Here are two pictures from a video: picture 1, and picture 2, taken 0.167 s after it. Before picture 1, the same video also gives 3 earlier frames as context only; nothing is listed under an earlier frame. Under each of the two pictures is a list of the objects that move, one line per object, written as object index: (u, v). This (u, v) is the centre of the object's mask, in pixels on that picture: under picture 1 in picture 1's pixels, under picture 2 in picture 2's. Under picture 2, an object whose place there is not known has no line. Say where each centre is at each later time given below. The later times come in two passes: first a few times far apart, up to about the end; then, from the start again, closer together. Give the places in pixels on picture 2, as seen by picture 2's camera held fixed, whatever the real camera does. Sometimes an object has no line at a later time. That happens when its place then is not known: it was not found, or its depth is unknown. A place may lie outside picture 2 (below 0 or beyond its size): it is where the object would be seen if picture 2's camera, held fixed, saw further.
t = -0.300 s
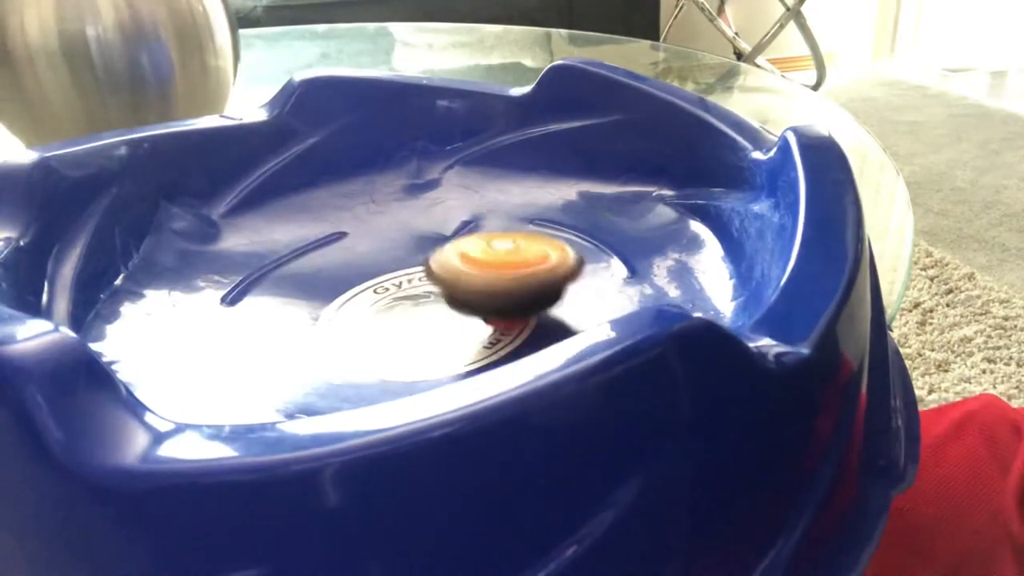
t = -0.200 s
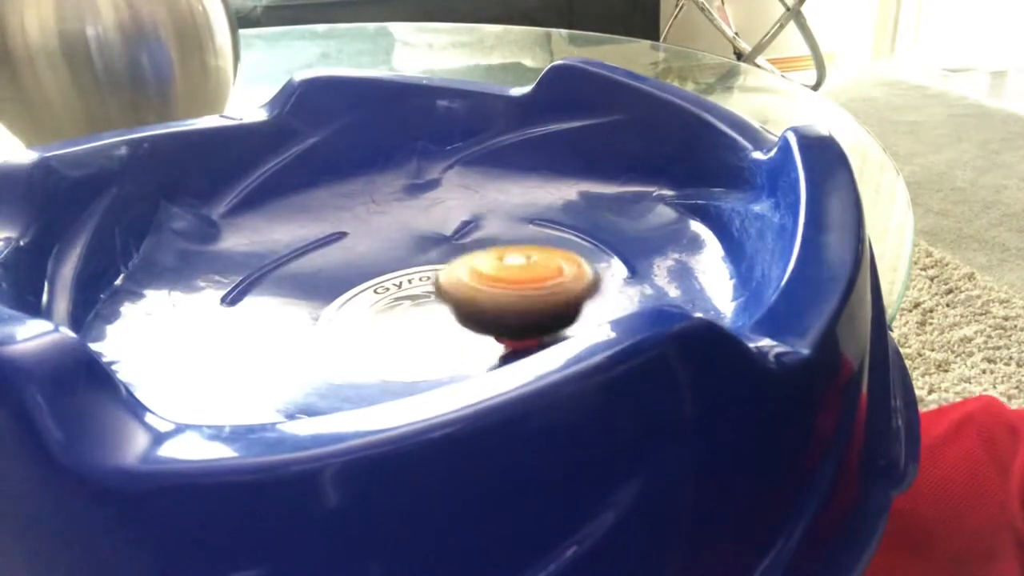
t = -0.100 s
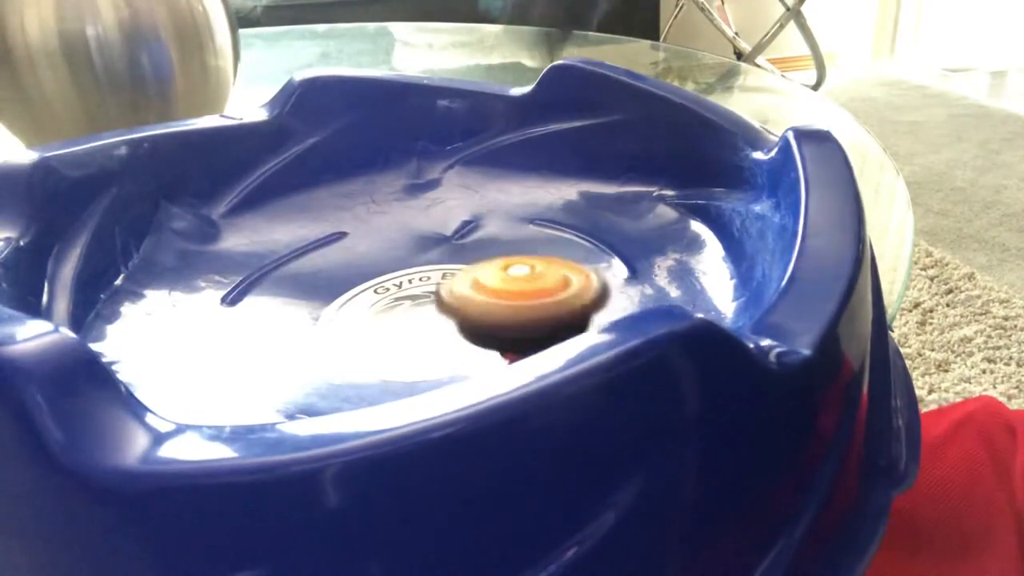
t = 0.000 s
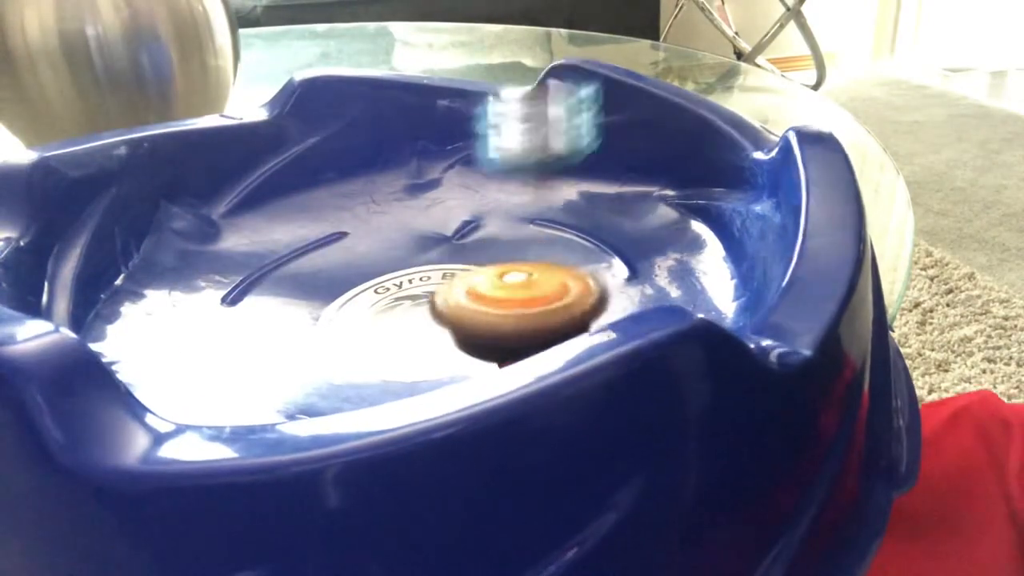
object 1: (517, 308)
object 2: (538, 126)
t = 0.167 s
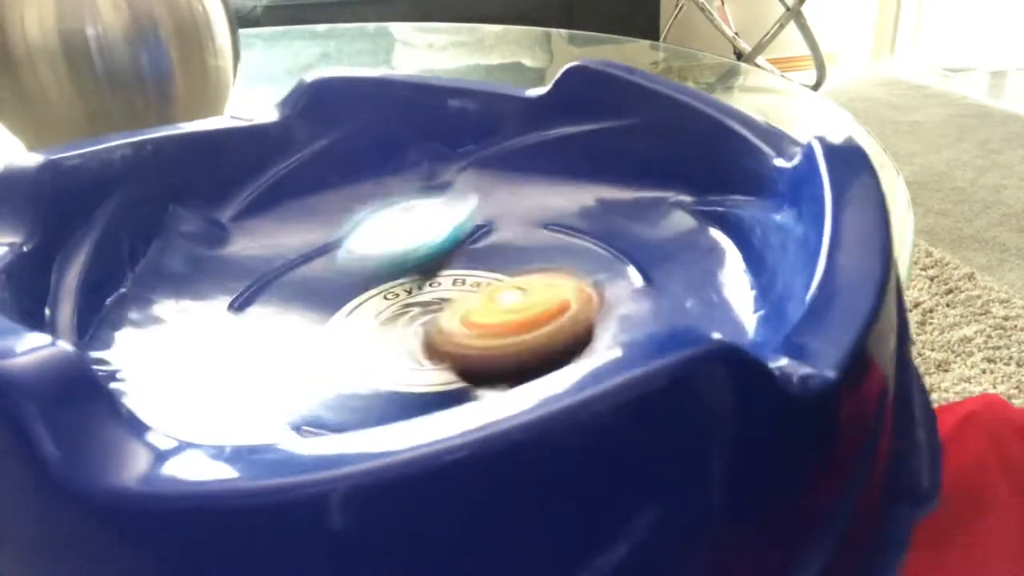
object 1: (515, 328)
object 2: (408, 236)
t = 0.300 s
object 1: (500, 338)
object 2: (289, 278)
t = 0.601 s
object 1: (428, 316)
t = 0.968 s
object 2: (436, 227)
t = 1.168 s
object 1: (344, 302)
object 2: (218, 207)
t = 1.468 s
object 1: (475, 350)
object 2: (400, 261)
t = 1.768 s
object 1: (503, 316)
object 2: (523, 181)
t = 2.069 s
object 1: (450, 273)
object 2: (421, 193)
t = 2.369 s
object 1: (349, 366)
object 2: (353, 236)
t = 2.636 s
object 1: (338, 389)
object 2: (465, 262)
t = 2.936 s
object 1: (462, 331)
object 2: (539, 228)
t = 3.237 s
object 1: (446, 295)
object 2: (440, 206)
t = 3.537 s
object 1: (383, 329)
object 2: (334, 250)
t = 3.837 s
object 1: (412, 346)
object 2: (385, 264)
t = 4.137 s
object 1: (470, 303)
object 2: (405, 229)
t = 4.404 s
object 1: (468, 281)
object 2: (310, 226)
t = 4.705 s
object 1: (513, 299)
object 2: (256, 275)
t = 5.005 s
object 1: (539, 312)
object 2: (390, 271)
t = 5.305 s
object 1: (517, 314)
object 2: (385, 221)
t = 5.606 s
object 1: (374, 330)
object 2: (411, 234)
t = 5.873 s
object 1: (337, 332)
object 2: (453, 248)
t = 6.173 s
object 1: (365, 316)
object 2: (530, 267)
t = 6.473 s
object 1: (377, 288)
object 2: (613, 260)
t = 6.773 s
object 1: (372, 281)
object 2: (523, 287)
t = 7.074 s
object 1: (362, 288)
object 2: (517, 316)
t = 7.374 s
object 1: (407, 247)
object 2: (496, 348)
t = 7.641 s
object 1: (426, 242)
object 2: (405, 360)
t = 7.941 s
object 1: (449, 257)
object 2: (411, 341)
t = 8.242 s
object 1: (447, 249)
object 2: (492, 321)
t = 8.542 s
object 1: (414, 266)
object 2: (488, 332)
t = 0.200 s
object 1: (516, 334)
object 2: (368, 260)
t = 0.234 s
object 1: (511, 335)
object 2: (335, 265)
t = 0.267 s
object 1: (506, 337)
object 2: (309, 271)
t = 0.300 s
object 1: (500, 338)
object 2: (289, 278)
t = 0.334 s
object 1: (495, 338)
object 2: (271, 288)
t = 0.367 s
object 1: (489, 338)
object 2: (258, 301)
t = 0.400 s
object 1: (481, 338)
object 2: (252, 316)
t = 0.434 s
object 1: (471, 338)
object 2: (253, 334)
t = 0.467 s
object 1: (461, 338)
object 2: (263, 356)
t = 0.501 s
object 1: (457, 336)
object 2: (284, 371)
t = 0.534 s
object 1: (454, 329)
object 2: (311, 390)
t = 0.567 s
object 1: (443, 319)
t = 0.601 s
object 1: (428, 316)
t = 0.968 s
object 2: (436, 227)
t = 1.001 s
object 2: (404, 220)
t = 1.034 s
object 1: (328, 294)
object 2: (367, 212)
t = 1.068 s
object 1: (329, 293)
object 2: (325, 210)
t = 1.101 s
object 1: (331, 291)
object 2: (288, 210)
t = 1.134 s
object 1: (333, 291)
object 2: (258, 216)
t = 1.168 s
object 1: (344, 302)
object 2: (218, 207)
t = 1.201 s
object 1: (370, 315)
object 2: (206, 197)
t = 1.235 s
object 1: (391, 326)
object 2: (222, 199)
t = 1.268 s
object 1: (407, 336)
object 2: (244, 221)
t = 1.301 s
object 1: (423, 344)
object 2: (259, 230)
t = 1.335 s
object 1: (438, 348)
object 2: (276, 243)
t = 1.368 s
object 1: (450, 350)
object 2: (299, 254)
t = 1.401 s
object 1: (462, 350)
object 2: (333, 260)
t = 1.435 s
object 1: (470, 350)
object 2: (366, 262)
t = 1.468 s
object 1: (475, 350)
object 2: (400, 261)
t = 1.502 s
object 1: (477, 348)
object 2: (432, 257)
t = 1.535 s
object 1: (481, 347)
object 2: (457, 249)
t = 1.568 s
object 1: (485, 344)
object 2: (477, 242)
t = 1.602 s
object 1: (490, 340)
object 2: (492, 233)
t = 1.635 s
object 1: (495, 337)
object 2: (508, 222)
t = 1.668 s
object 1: (498, 334)
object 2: (520, 211)
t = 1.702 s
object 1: (501, 329)
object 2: (525, 198)
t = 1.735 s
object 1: (503, 323)
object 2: (526, 189)
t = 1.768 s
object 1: (503, 316)
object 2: (523, 181)
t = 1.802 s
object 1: (502, 308)
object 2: (516, 175)
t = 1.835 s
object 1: (500, 299)
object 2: (505, 172)
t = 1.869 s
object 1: (496, 291)
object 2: (490, 174)
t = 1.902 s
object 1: (490, 284)
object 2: (478, 179)
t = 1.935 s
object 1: (484, 275)
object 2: (465, 183)
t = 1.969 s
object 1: (477, 268)
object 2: (450, 186)
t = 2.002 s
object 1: (471, 266)
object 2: (436, 188)
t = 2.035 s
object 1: (461, 269)
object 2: (427, 190)
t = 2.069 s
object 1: (450, 273)
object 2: (421, 193)
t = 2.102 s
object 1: (441, 279)
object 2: (410, 203)
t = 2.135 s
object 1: (437, 286)
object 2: (399, 211)
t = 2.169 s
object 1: (428, 295)
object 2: (388, 217)
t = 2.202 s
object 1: (420, 304)
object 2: (377, 226)
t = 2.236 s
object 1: (412, 318)
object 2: (372, 225)
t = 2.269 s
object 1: (401, 338)
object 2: (367, 228)
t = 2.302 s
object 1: (386, 350)
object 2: (360, 230)
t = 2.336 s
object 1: (369, 361)
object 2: (355, 233)
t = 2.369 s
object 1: (349, 366)
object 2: (353, 236)
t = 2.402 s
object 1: (334, 373)
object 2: (356, 243)
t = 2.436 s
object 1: (325, 380)
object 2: (362, 246)
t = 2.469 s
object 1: (323, 383)
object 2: (373, 251)
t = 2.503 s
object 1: (324, 385)
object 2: (386, 255)
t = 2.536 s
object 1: (325, 387)
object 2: (402, 260)
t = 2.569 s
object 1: (328, 390)
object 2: (423, 263)
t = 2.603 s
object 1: (331, 389)
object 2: (443, 264)
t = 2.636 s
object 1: (338, 389)
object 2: (465, 262)
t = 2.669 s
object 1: (343, 387)
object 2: (483, 261)
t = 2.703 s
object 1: (353, 384)
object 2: (500, 256)
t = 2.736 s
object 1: (367, 380)
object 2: (513, 250)
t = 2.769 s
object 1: (387, 372)
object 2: (525, 244)
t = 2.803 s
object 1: (411, 365)
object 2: (534, 240)
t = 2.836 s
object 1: (426, 361)
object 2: (540, 236)
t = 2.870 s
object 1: (436, 350)
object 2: (543, 233)
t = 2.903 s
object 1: (449, 345)
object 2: (544, 229)
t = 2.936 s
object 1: (462, 331)
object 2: (539, 228)
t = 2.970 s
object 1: (476, 315)
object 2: (532, 224)
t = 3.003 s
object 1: (479, 312)
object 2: (527, 217)
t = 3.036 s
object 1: (477, 310)
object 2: (519, 207)
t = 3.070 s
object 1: (475, 309)
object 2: (509, 202)
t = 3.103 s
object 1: (471, 306)
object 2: (498, 200)
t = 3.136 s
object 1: (466, 303)
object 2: (482, 199)
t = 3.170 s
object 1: (460, 300)
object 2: (467, 200)
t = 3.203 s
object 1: (453, 297)
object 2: (454, 202)
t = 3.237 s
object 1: (446, 295)
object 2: (440, 206)
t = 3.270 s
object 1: (439, 297)
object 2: (425, 209)
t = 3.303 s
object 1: (429, 301)
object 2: (411, 212)
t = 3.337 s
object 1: (418, 307)
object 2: (397, 213)
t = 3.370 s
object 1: (407, 312)
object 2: (382, 217)
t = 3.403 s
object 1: (400, 314)
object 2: (366, 225)
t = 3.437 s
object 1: (395, 318)
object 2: (351, 234)
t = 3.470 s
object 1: (388, 320)
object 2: (341, 241)
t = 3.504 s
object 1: (386, 325)
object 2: (337, 246)
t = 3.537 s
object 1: (383, 329)
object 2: (334, 250)
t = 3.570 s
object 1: (384, 333)
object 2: (331, 254)
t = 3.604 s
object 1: (385, 339)
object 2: (330, 257)
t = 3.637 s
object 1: (389, 343)
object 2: (330, 259)
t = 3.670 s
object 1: (391, 345)
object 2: (333, 261)
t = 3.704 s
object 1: (395, 347)
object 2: (340, 263)
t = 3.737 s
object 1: (398, 349)
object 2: (348, 265)
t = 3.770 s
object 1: (404, 351)
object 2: (360, 266)
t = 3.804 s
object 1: (408, 349)
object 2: (372, 266)
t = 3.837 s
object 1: (412, 346)
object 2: (385, 264)
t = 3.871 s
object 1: (416, 346)
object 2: (396, 259)
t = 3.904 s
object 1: (420, 345)
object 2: (402, 254)
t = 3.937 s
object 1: (428, 343)
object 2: (405, 249)
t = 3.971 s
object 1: (436, 341)
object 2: (408, 243)
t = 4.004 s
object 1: (443, 333)
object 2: (408, 239)
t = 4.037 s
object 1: (451, 327)
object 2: (408, 235)
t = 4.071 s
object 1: (458, 320)
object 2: (409, 230)
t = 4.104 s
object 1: (466, 312)
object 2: (407, 229)
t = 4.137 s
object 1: (470, 303)
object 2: (405, 229)
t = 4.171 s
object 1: (475, 297)
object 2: (402, 231)
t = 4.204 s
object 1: (477, 290)
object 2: (397, 232)
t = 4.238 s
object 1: (484, 289)
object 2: (381, 227)
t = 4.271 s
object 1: (484, 289)
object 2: (368, 218)
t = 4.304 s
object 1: (480, 288)
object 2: (353, 217)
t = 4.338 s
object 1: (477, 286)
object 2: (337, 217)
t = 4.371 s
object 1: (472, 284)
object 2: (323, 220)
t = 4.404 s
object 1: (468, 281)
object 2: (310, 226)
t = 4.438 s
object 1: (461, 279)
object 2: (300, 235)
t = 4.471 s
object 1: (453, 278)
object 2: (296, 245)
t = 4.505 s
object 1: (448, 276)
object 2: (296, 254)
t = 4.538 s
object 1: (472, 280)
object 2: (275, 253)
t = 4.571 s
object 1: (490, 284)
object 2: (262, 251)
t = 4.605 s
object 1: (500, 288)
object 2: (254, 254)
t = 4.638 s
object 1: (506, 293)
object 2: (249, 259)
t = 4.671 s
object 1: (509, 298)
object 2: (250, 267)
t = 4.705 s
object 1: (513, 299)
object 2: (256, 275)
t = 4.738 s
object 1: (513, 302)
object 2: (270, 282)
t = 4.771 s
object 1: (516, 303)
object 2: (289, 289)
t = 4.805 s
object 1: (516, 304)
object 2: (309, 293)
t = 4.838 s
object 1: (514, 305)
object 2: (332, 294)
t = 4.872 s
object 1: (516, 306)
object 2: (353, 295)
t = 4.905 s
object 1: (527, 309)
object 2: (365, 291)
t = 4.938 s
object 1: (530, 310)
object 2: (380, 284)
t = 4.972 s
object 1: (534, 311)
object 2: (388, 277)
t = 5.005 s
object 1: (539, 312)
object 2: (390, 271)
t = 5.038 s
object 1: (539, 312)
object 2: (391, 264)
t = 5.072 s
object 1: (537, 312)
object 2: (390, 257)
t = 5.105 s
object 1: (536, 312)
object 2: (391, 250)
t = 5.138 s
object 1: (535, 312)
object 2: (390, 243)
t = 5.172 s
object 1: (533, 313)
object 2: (392, 237)
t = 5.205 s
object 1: (531, 312)
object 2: (392, 232)
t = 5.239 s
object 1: (528, 313)
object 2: (392, 227)
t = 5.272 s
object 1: (523, 313)
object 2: (389, 225)
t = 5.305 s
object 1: (517, 314)
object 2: (385, 221)
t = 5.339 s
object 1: (507, 316)
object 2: (382, 225)
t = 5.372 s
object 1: (496, 317)
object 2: (379, 227)
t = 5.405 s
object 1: (482, 318)
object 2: (379, 232)
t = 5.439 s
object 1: (466, 318)
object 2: (381, 236)
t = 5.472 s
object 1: (448, 318)
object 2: (386, 237)
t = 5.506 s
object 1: (431, 320)
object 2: (391, 237)
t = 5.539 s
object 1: (413, 325)
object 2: (399, 236)
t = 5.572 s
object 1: (392, 328)
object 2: (405, 235)
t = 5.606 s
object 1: (374, 330)
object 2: (411, 234)
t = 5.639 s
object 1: (361, 332)
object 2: (416, 233)
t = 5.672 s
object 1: (352, 332)
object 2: (422, 234)
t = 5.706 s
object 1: (344, 334)
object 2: (428, 233)
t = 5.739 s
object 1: (339, 335)
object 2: (433, 234)
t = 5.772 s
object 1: (335, 334)
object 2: (438, 236)
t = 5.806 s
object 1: (334, 333)
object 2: (443, 240)
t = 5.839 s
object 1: (334, 333)
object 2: (447, 244)
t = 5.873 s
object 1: (337, 332)
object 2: (453, 248)
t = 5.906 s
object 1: (337, 331)
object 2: (461, 254)
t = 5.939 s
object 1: (336, 331)
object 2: (467, 257)
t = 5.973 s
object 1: (337, 330)
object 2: (475, 262)
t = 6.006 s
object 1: (340, 329)
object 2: (483, 265)
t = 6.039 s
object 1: (342, 327)
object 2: (493, 267)
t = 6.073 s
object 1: (345, 325)
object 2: (504, 267)
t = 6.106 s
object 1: (351, 323)
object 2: (515, 267)
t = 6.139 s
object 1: (356, 320)
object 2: (524, 266)
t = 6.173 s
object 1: (365, 316)
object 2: (530, 267)
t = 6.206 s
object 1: (371, 311)
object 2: (536, 266)
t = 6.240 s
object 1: (374, 306)
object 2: (550, 265)
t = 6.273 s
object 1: (373, 302)
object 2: (566, 263)
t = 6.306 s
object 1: (374, 299)
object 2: (577, 261)
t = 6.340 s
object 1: (376, 296)
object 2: (590, 260)
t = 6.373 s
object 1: (376, 294)
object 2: (600, 259)
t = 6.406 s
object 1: (375, 292)
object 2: (609, 259)
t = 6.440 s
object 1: (376, 290)
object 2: (612, 260)
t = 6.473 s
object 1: (377, 288)
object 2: (613, 260)
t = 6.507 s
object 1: (376, 287)
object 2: (613, 261)
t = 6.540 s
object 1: (375, 286)
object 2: (606, 262)
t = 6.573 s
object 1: (375, 285)
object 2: (600, 264)
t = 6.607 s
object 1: (376, 284)
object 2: (590, 266)
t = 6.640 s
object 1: (377, 283)
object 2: (576, 270)
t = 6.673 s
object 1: (378, 282)
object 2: (559, 275)
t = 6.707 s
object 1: (378, 281)
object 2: (543, 280)
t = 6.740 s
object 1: (376, 281)
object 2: (529, 284)
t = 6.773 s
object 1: (372, 281)
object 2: (523, 287)
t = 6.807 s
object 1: (368, 283)
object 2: (515, 292)
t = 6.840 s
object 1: (364, 283)
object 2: (518, 293)
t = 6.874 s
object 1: (362, 284)
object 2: (523, 300)
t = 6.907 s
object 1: (361, 284)
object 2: (526, 304)
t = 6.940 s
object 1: (359, 285)
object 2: (528, 305)
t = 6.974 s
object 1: (359, 286)
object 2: (529, 308)
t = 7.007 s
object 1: (361, 287)
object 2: (527, 311)
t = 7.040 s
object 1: (360, 287)
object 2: (522, 316)
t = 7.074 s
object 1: (362, 288)
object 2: (517, 316)
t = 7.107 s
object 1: (365, 288)
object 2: (507, 318)
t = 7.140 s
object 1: (366, 287)
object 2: (492, 323)
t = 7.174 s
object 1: (371, 284)
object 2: (480, 324)
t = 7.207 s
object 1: (378, 280)
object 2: (478, 331)
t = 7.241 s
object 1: (383, 275)
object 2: (484, 341)
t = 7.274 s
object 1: (389, 267)
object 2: (487, 343)
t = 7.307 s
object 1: (396, 258)
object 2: (493, 344)
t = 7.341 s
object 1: (401, 252)
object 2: (498, 346)
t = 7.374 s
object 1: (407, 247)
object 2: (496, 348)
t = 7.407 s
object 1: (410, 245)
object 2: (495, 349)
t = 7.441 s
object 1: (411, 243)
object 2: (487, 350)
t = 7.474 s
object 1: (415, 240)
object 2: (474, 355)
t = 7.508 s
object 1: (417, 239)
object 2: (458, 360)
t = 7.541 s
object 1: (418, 240)
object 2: (440, 363)
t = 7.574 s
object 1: (422, 240)
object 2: (430, 363)
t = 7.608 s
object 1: (424, 241)
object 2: (416, 361)
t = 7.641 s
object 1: (426, 242)
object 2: (405, 360)
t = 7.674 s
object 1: (427, 243)
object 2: (392, 363)
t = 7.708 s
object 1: (427, 246)
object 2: (380, 365)
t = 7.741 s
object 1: (431, 252)
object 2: (381, 363)
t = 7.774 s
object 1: (432, 256)
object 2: (392, 353)
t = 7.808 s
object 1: (437, 258)
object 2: (404, 345)
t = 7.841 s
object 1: (442, 260)
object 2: (412, 338)
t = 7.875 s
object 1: (445, 258)
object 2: (413, 336)
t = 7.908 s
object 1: (447, 257)
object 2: (411, 341)
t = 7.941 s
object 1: (449, 257)
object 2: (411, 341)
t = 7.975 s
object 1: (448, 257)
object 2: (422, 339)
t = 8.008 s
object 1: (450, 256)
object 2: (437, 335)
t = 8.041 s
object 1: (451, 254)
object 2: (447, 331)
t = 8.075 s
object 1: (447, 253)
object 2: (454, 330)
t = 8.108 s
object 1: (447, 251)
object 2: (458, 329)
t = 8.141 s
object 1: (447, 249)
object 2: (463, 327)
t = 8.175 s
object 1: (448, 250)
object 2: (475, 327)
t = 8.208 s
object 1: (447, 249)
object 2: (484, 325)
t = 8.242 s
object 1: (447, 249)
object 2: (492, 321)
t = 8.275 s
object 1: (448, 249)
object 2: (495, 318)
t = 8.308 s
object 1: (444, 247)
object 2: (495, 315)
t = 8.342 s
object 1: (442, 249)
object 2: (497, 314)
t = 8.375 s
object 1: (440, 251)
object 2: (497, 316)
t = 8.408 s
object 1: (437, 255)
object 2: (498, 317)
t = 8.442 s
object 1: (431, 258)
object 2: (495, 322)
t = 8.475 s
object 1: (423, 261)
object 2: (492, 328)
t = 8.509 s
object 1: (418, 265)
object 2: (491, 331)
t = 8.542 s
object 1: (414, 266)
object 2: (488, 332)
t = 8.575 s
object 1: (410, 266)
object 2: (485, 334)
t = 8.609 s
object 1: (409, 267)
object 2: (478, 335)
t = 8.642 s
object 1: (406, 266)
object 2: (464, 336)
